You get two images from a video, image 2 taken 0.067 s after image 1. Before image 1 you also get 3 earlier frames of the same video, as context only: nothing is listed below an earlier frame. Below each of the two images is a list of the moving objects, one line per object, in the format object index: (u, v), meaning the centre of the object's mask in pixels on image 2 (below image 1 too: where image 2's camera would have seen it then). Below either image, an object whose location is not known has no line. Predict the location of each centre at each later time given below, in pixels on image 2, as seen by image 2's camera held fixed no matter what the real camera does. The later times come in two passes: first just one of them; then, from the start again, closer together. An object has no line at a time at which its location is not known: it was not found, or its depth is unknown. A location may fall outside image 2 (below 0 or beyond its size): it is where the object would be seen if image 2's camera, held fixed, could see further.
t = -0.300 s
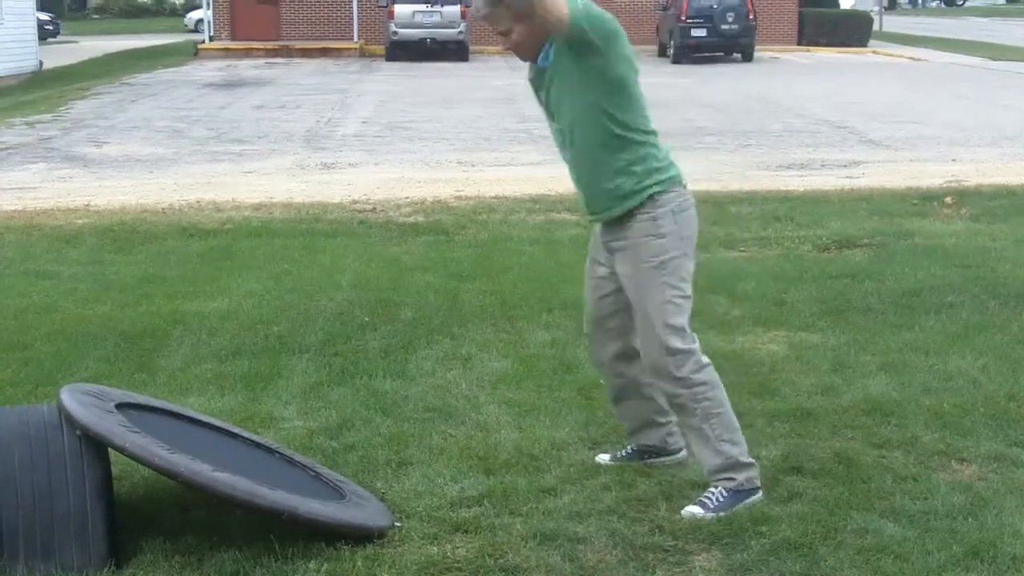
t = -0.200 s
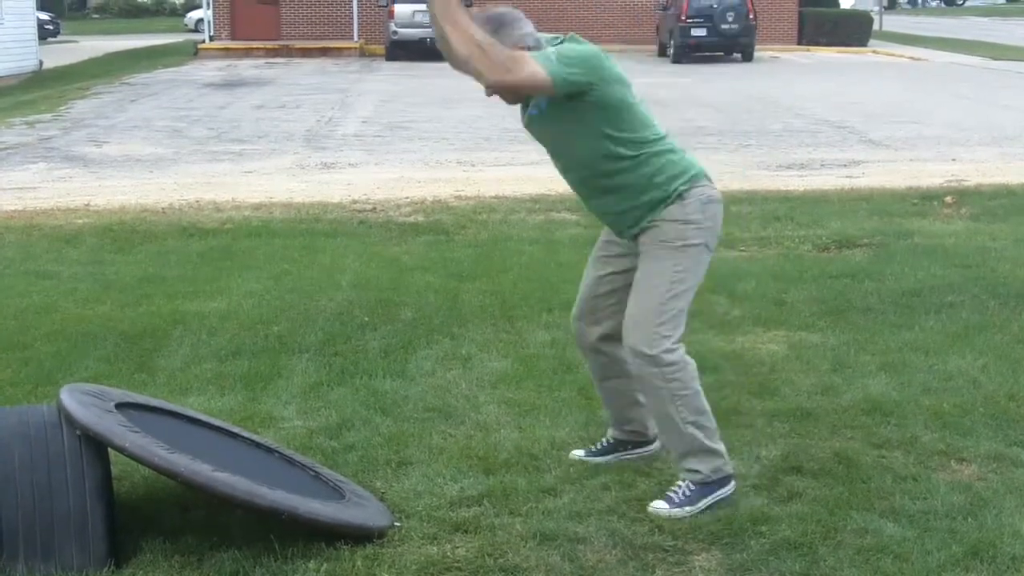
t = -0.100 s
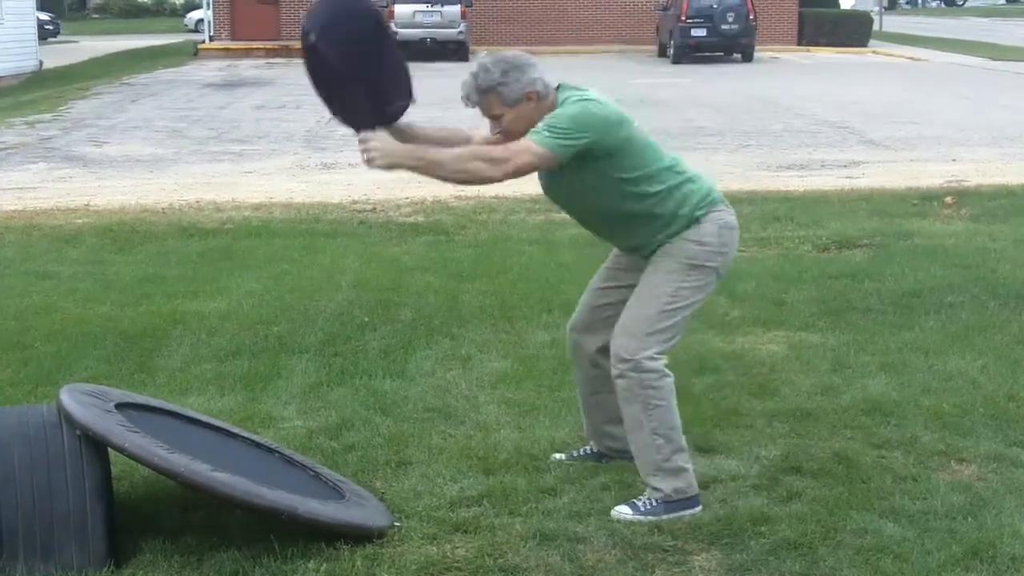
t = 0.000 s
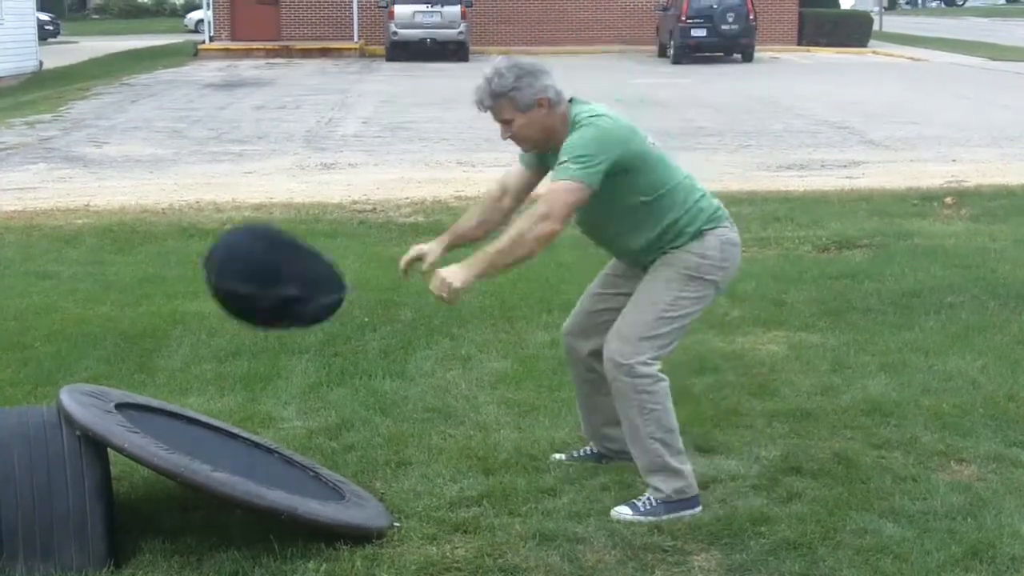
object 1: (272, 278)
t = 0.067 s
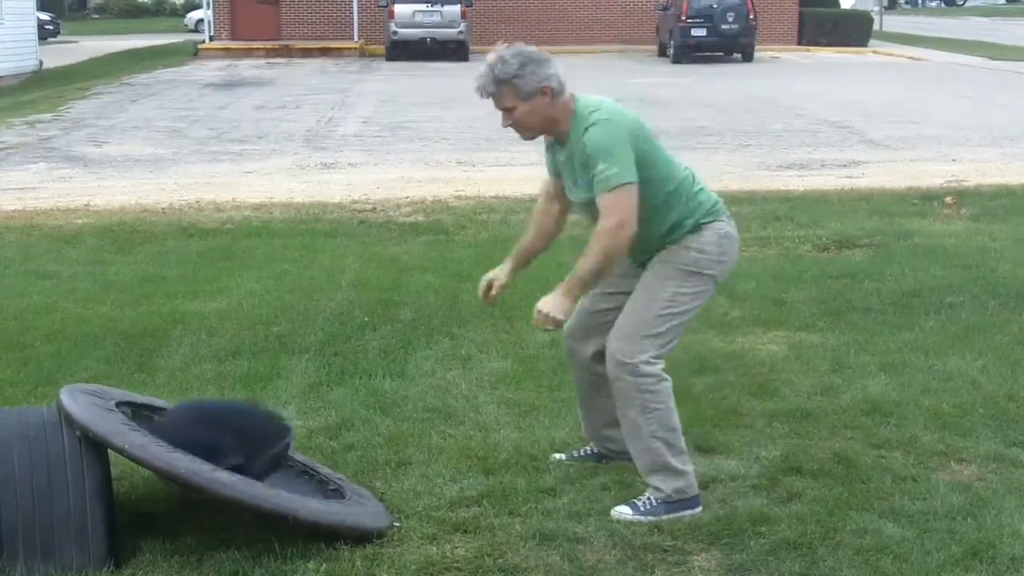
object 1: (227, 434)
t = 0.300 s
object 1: (341, 248)
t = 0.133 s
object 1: (221, 462)
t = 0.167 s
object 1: (242, 420)
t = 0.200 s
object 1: (268, 371)
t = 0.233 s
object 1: (292, 326)
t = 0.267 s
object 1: (317, 285)
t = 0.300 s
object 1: (341, 248)
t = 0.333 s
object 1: (366, 214)
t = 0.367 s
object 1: (389, 183)
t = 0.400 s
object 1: (414, 156)
